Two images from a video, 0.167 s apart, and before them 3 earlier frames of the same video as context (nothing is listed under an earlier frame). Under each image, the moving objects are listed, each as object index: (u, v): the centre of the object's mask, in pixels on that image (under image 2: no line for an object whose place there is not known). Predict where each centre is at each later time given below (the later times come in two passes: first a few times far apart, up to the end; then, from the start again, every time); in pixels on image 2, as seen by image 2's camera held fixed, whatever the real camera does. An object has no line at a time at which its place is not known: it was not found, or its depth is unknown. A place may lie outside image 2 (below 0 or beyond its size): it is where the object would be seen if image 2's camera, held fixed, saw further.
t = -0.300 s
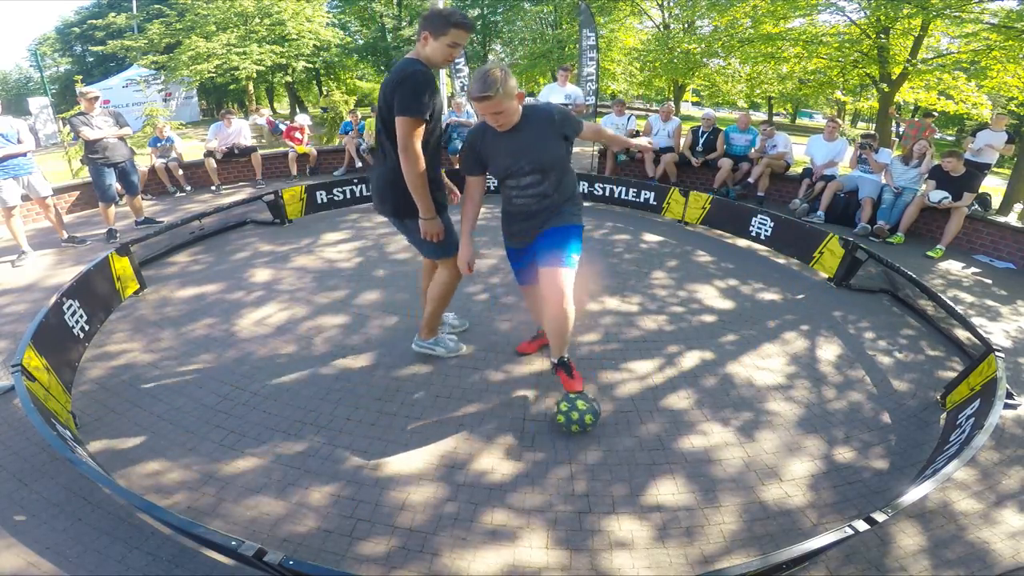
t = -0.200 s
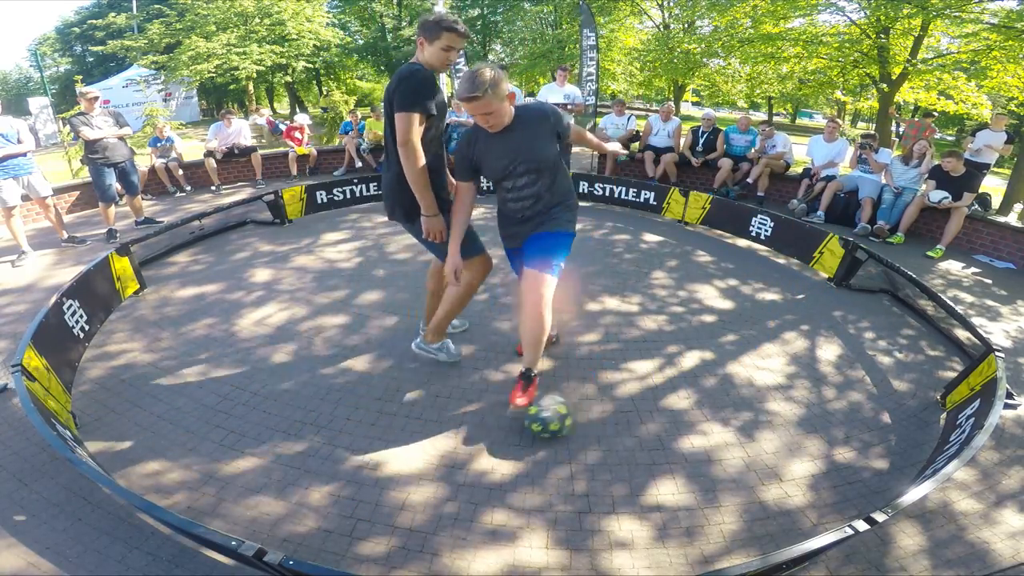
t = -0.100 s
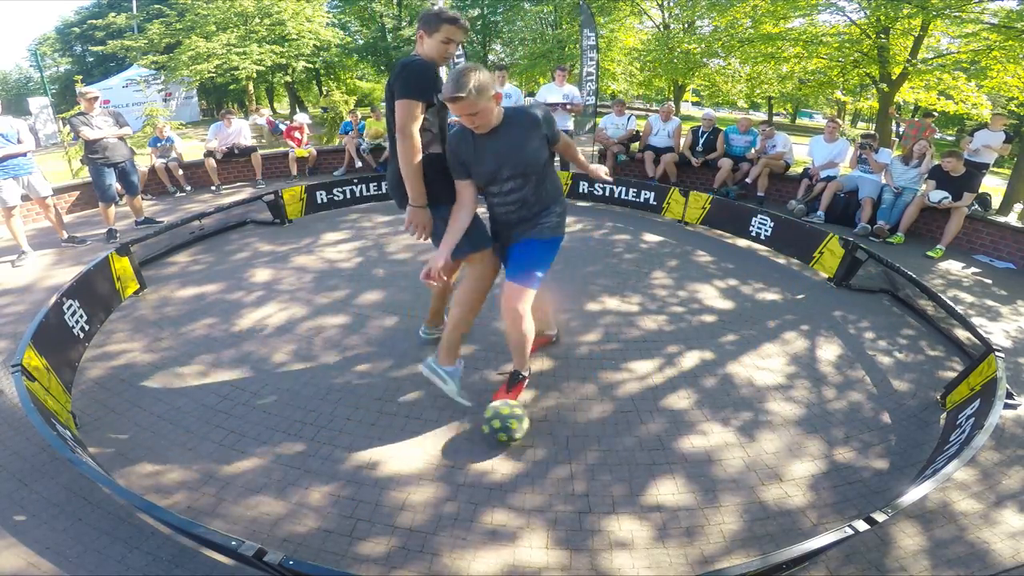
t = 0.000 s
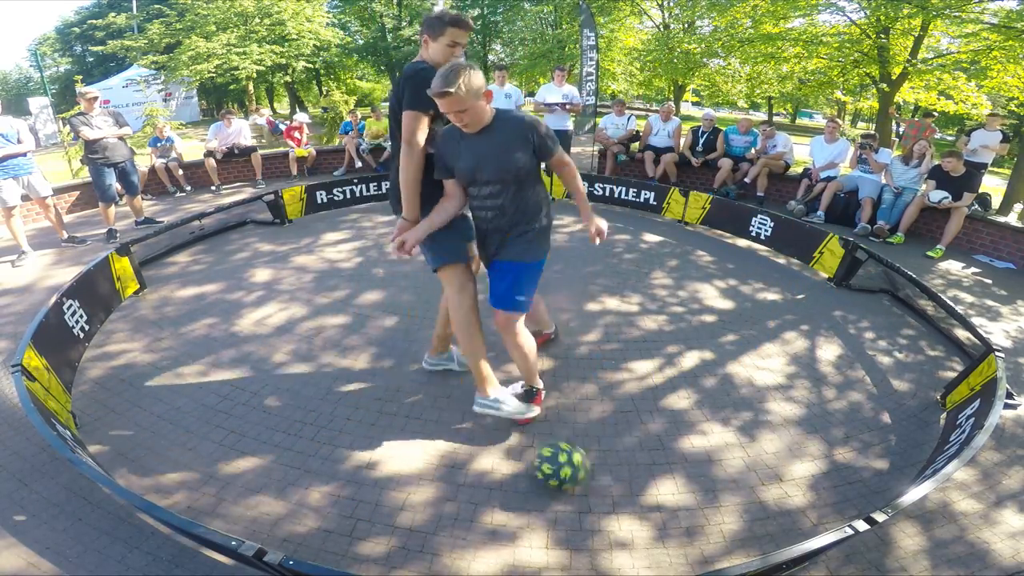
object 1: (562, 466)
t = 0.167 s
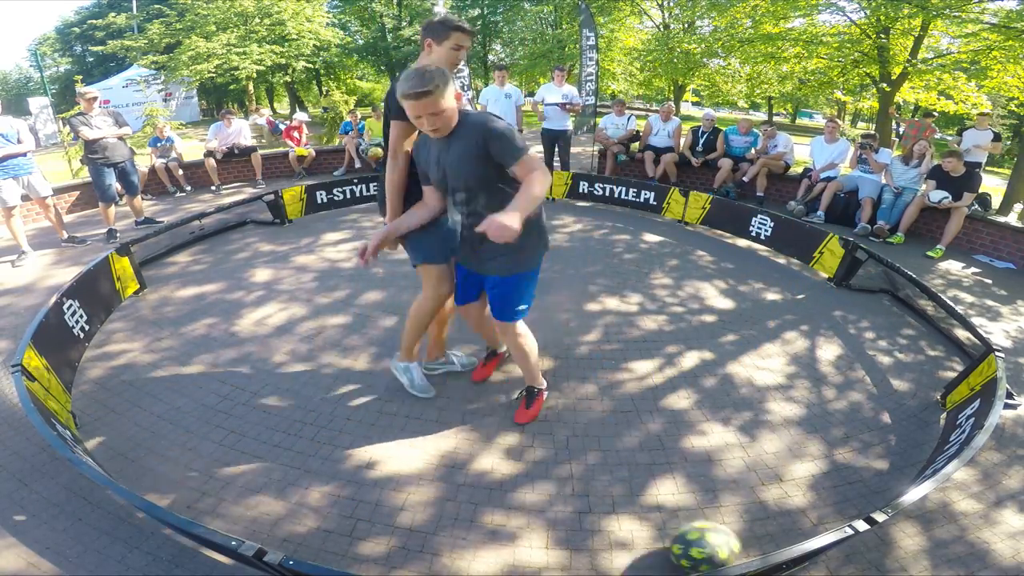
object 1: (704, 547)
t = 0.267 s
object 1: (755, 528)
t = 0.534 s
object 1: (810, 467)
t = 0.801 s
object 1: (842, 421)
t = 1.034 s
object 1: (857, 389)
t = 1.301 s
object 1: (868, 359)
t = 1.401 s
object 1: (872, 348)
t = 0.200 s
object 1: (727, 547)
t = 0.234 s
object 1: (742, 539)
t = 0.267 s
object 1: (755, 528)
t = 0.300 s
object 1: (765, 518)
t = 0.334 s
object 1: (773, 509)
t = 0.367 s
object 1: (780, 501)
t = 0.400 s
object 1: (786, 495)
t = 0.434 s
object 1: (794, 486)
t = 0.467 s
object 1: (799, 479)
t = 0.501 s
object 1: (804, 473)
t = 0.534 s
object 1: (810, 467)
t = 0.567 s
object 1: (816, 460)
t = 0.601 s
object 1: (820, 455)
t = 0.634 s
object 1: (824, 450)
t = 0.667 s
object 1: (829, 443)
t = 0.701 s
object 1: (832, 438)
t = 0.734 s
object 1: (836, 432)
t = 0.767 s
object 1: (839, 426)
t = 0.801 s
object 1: (842, 421)
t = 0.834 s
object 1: (845, 416)
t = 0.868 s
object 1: (846, 412)
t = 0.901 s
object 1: (849, 407)
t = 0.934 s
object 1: (851, 402)
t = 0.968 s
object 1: (853, 398)
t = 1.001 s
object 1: (855, 393)
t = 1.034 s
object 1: (857, 389)
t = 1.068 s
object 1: (860, 385)
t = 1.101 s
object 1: (862, 381)
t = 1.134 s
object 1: (863, 377)
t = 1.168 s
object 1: (864, 373)
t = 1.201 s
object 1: (866, 370)
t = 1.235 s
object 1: (868, 367)
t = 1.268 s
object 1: (869, 363)
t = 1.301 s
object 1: (868, 359)
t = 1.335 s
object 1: (870, 355)
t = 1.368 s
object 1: (871, 352)
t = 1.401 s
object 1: (872, 348)
